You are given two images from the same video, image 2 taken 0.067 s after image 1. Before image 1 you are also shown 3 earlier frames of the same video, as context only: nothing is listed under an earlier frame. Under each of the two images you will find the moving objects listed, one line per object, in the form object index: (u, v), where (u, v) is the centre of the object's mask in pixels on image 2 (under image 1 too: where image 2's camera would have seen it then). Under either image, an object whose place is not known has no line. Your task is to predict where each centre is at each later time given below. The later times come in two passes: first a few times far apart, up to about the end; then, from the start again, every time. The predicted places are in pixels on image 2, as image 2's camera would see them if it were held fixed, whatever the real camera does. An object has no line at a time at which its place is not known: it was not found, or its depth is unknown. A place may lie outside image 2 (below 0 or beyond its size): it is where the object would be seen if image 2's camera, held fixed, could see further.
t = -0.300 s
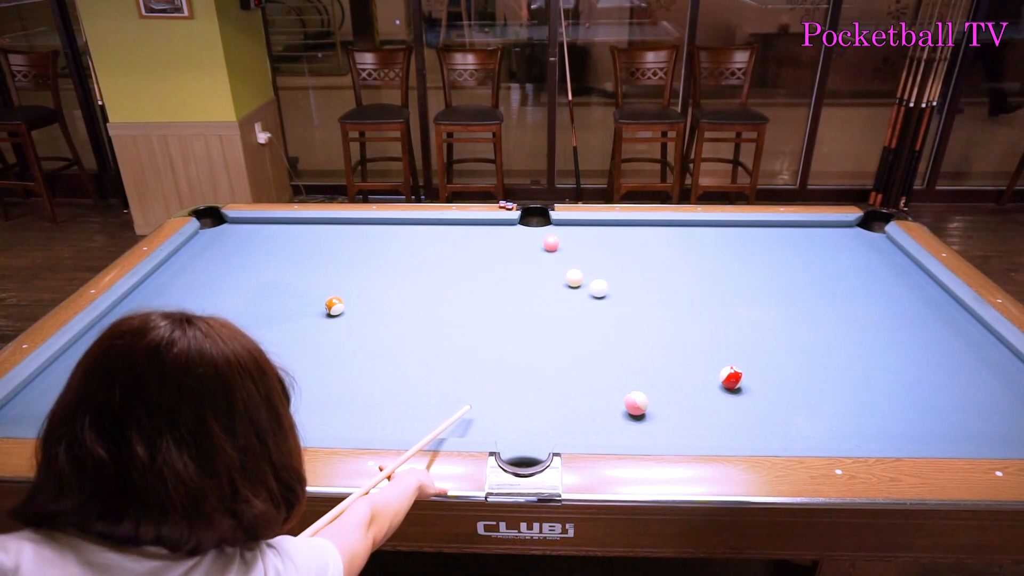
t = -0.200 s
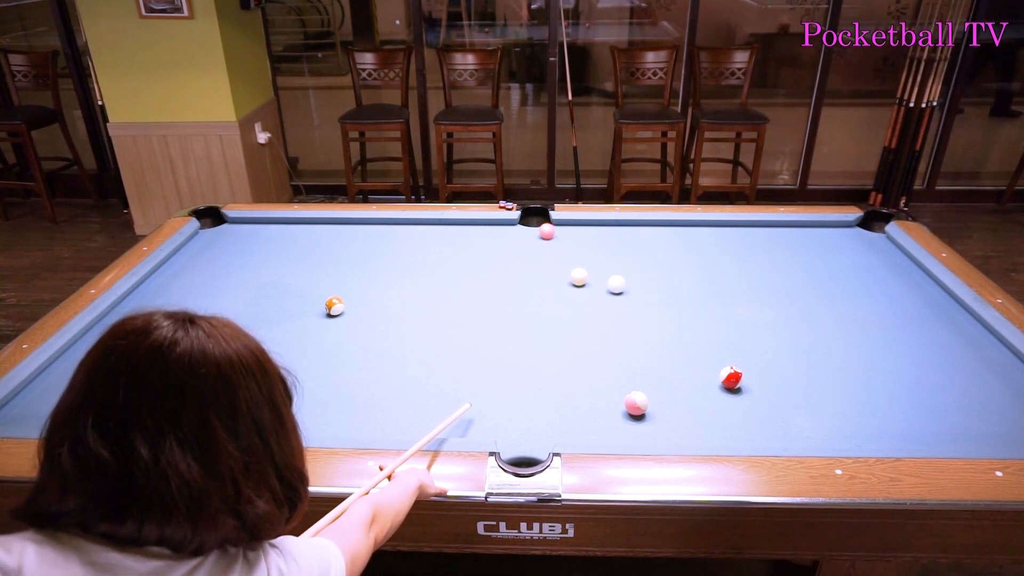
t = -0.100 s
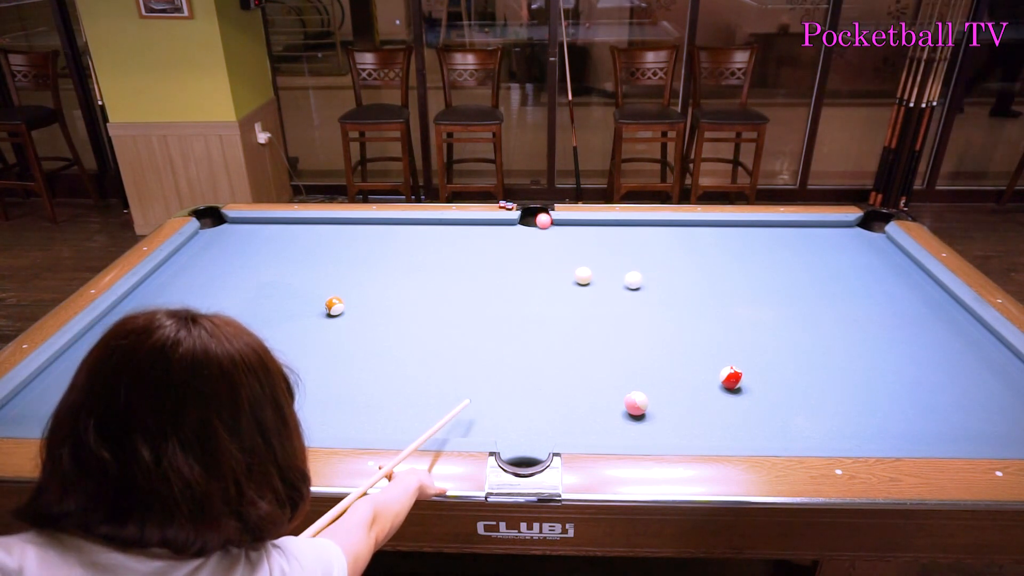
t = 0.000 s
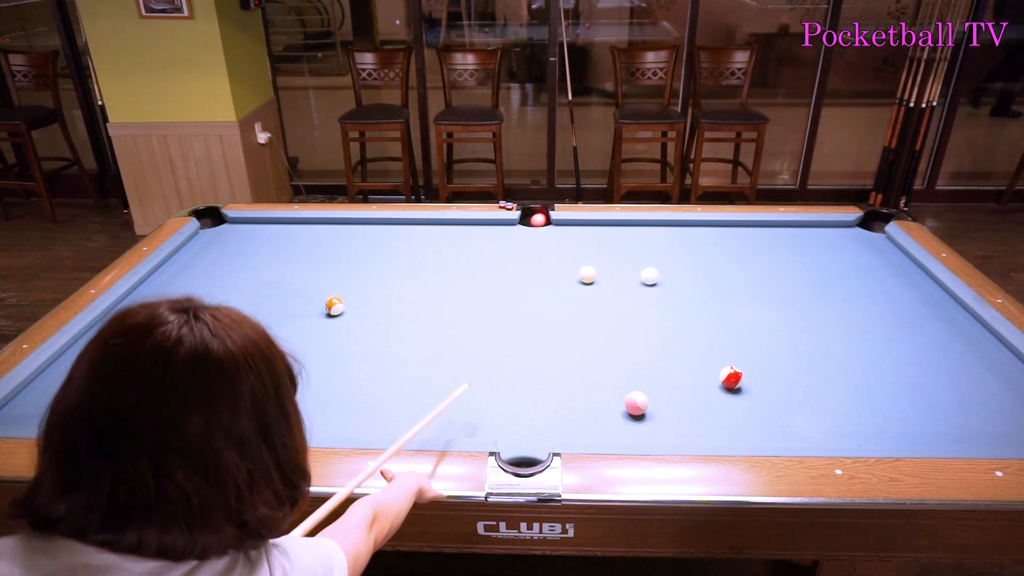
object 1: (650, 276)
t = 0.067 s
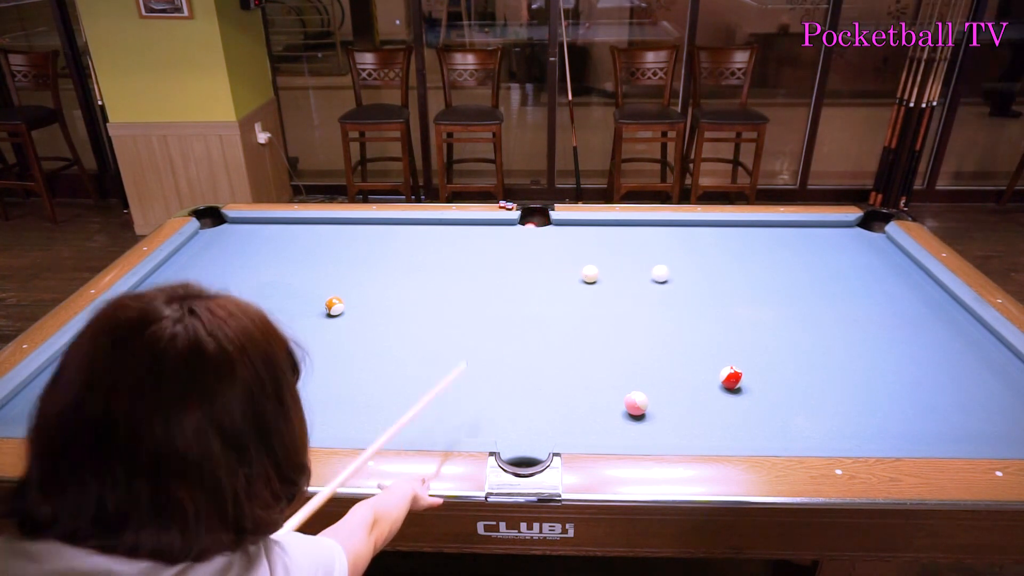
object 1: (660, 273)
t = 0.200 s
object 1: (681, 268)
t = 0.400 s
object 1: (710, 261)
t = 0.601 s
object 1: (737, 254)
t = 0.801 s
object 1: (763, 248)
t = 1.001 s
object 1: (787, 242)
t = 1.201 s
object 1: (810, 237)
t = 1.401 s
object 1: (831, 232)
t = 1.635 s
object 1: (854, 226)
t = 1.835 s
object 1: (872, 224)
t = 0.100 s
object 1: (665, 272)
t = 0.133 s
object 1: (670, 270)
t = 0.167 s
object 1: (676, 269)
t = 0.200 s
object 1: (681, 268)
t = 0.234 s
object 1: (686, 267)
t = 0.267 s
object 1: (691, 266)
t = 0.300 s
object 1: (695, 265)
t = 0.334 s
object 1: (700, 263)
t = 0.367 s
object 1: (705, 262)
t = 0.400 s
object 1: (710, 261)
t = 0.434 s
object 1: (715, 260)
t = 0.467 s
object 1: (719, 259)
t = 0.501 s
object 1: (724, 257)
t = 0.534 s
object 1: (728, 256)
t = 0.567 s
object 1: (733, 255)
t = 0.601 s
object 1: (737, 254)
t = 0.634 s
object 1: (742, 253)
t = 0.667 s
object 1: (746, 252)
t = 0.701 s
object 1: (750, 251)
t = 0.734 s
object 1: (754, 250)
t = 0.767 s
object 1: (759, 249)
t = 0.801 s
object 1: (763, 248)
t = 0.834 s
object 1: (767, 247)
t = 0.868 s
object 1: (771, 246)
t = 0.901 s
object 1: (775, 245)
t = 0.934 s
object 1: (779, 244)
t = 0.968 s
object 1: (783, 243)
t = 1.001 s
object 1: (787, 242)
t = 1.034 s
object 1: (791, 241)
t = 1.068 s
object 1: (795, 240)
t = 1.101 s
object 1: (799, 239)
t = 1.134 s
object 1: (802, 239)
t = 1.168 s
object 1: (806, 238)
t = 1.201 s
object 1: (810, 237)
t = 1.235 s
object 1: (813, 236)
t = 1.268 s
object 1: (817, 235)
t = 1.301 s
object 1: (820, 234)
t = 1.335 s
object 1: (824, 234)
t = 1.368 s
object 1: (828, 233)
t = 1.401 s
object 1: (831, 232)
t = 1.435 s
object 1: (834, 231)
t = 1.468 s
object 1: (838, 230)
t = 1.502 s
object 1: (841, 229)
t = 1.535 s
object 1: (844, 229)
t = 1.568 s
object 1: (847, 228)
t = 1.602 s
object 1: (851, 227)
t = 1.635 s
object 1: (854, 226)
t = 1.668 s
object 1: (857, 226)
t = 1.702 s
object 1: (860, 225)
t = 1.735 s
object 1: (864, 224)
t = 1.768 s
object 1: (867, 223)
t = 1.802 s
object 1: (869, 223)
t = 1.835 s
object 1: (872, 224)
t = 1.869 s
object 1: (874, 227)
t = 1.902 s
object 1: (876, 231)
